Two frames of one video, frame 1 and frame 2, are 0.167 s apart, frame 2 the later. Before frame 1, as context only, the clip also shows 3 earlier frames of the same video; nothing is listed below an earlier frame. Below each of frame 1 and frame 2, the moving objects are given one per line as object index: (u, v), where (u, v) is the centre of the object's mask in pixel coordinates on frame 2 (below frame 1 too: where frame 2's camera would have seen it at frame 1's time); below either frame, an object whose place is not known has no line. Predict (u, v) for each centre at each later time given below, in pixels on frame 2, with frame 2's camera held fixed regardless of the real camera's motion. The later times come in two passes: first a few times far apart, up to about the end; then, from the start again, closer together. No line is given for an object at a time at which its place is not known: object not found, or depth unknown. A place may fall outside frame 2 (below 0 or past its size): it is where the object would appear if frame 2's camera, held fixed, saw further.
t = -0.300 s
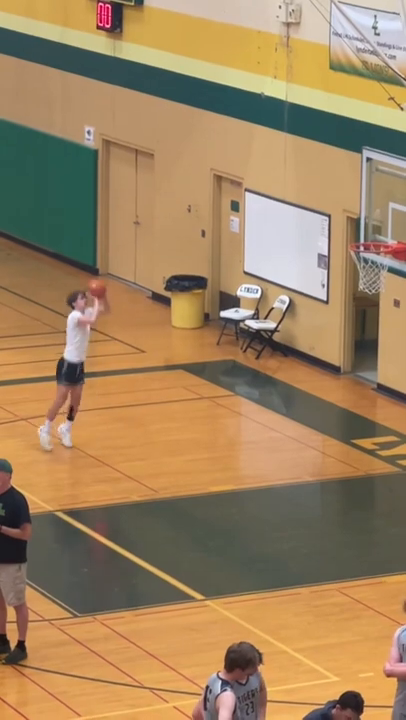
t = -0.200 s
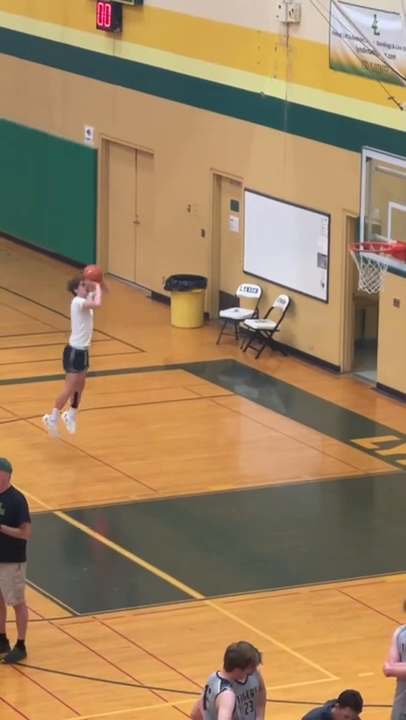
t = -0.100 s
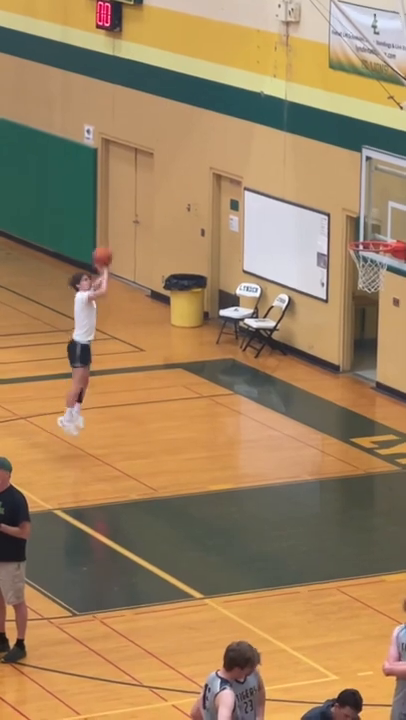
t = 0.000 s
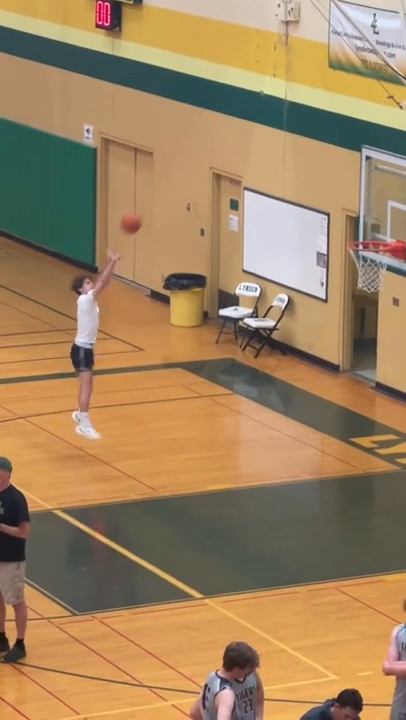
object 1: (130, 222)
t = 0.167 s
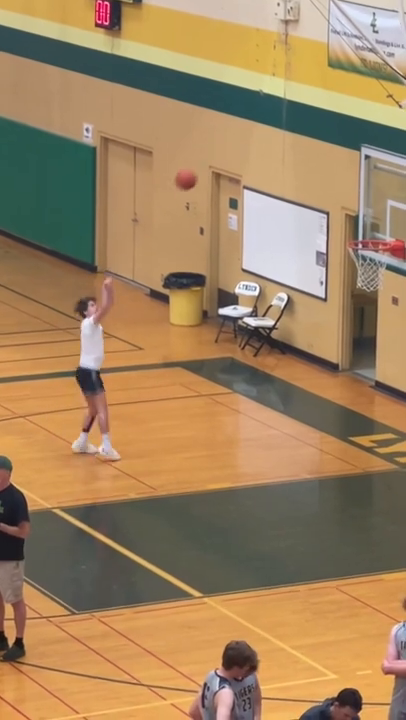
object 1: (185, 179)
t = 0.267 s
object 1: (219, 165)
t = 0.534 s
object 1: (311, 167)
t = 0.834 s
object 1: (372, 234)
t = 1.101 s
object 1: (359, 283)
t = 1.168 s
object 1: (356, 286)
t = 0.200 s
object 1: (197, 174)
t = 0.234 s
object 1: (208, 169)
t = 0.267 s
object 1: (219, 165)
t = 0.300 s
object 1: (231, 162)
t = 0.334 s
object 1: (243, 159)
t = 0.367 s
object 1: (254, 158)
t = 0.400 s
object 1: (265, 157)
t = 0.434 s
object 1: (276, 158)
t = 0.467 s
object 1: (288, 160)
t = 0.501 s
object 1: (300, 163)
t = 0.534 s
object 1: (311, 167)
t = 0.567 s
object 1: (323, 171)
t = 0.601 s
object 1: (334, 176)
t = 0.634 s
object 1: (346, 183)
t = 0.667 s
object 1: (358, 191)
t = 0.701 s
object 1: (369, 199)
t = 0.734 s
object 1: (374, 207)
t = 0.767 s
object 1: (373, 215)
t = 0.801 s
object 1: (372, 224)
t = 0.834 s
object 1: (372, 234)
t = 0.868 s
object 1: (370, 243)
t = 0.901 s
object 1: (370, 254)
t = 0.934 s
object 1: (368, 268)
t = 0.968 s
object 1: (367, 272)
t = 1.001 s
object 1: (365, 274)
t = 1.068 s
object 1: (361, 283)
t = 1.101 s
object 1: (359, 283)
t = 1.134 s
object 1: (358, 285)
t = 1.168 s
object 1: (356, 286)
